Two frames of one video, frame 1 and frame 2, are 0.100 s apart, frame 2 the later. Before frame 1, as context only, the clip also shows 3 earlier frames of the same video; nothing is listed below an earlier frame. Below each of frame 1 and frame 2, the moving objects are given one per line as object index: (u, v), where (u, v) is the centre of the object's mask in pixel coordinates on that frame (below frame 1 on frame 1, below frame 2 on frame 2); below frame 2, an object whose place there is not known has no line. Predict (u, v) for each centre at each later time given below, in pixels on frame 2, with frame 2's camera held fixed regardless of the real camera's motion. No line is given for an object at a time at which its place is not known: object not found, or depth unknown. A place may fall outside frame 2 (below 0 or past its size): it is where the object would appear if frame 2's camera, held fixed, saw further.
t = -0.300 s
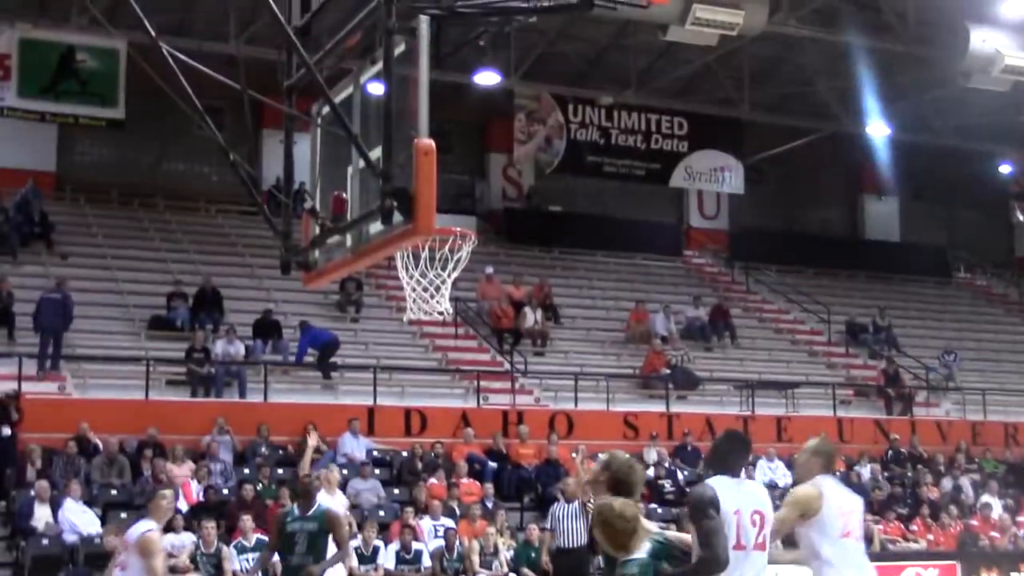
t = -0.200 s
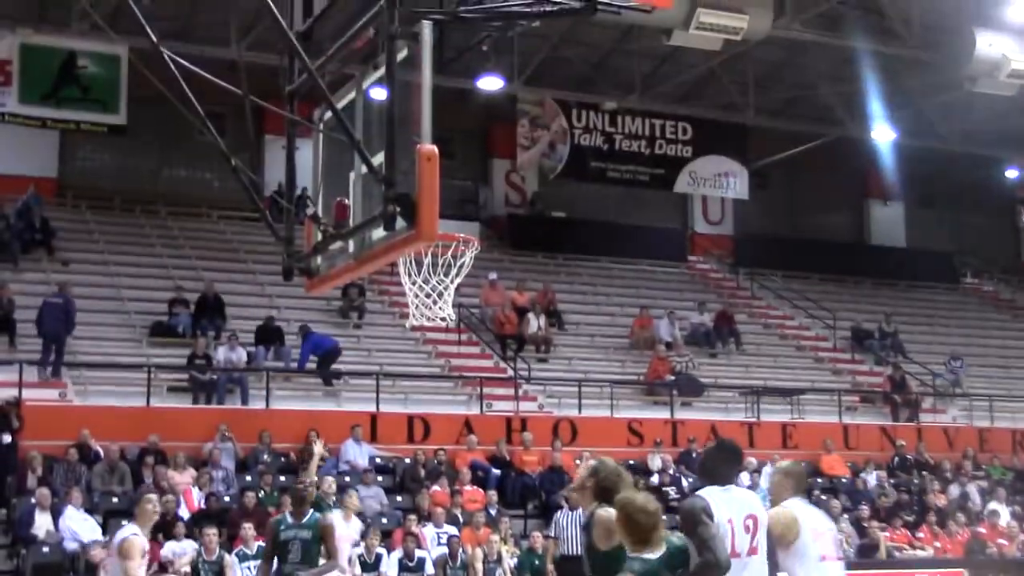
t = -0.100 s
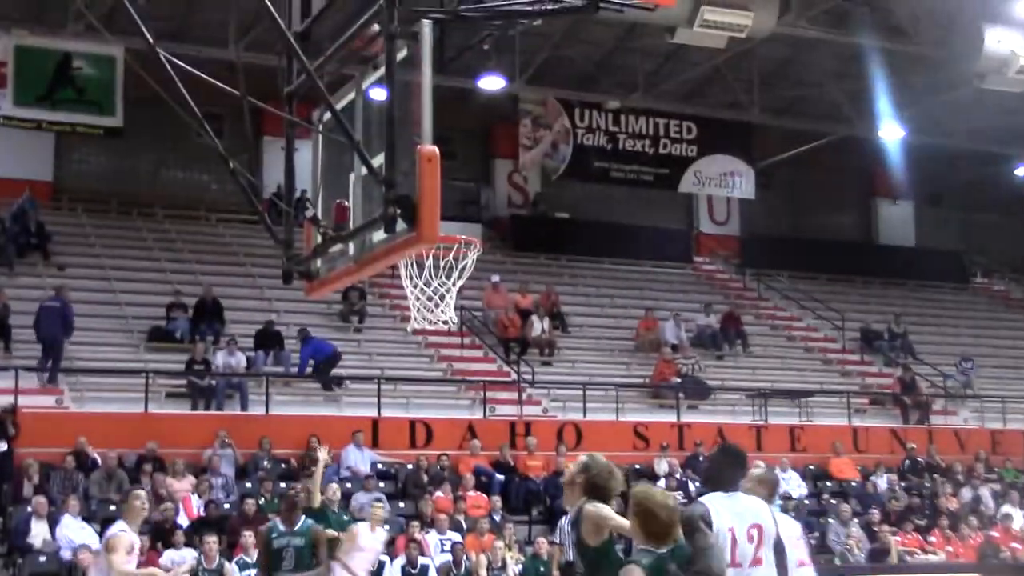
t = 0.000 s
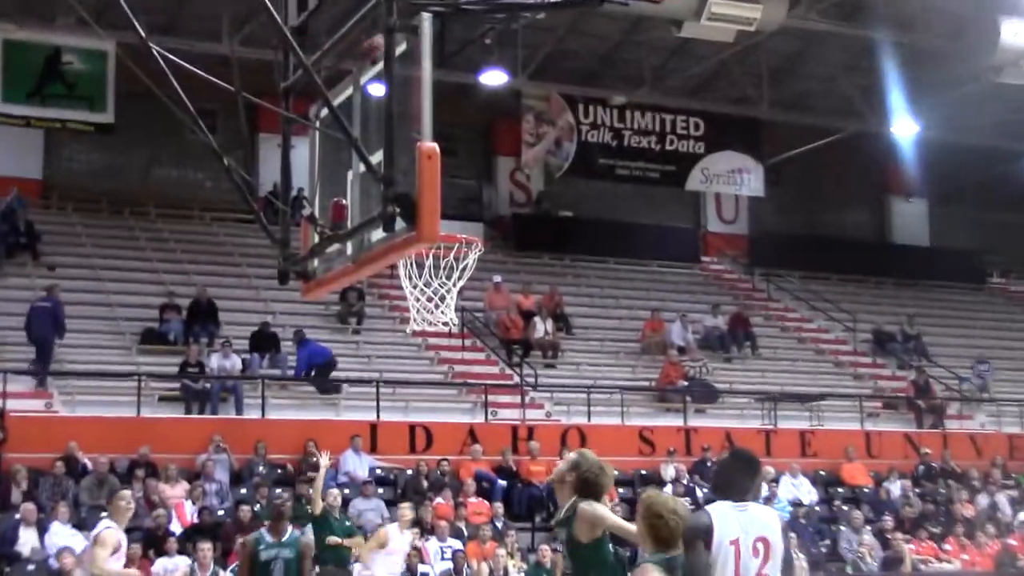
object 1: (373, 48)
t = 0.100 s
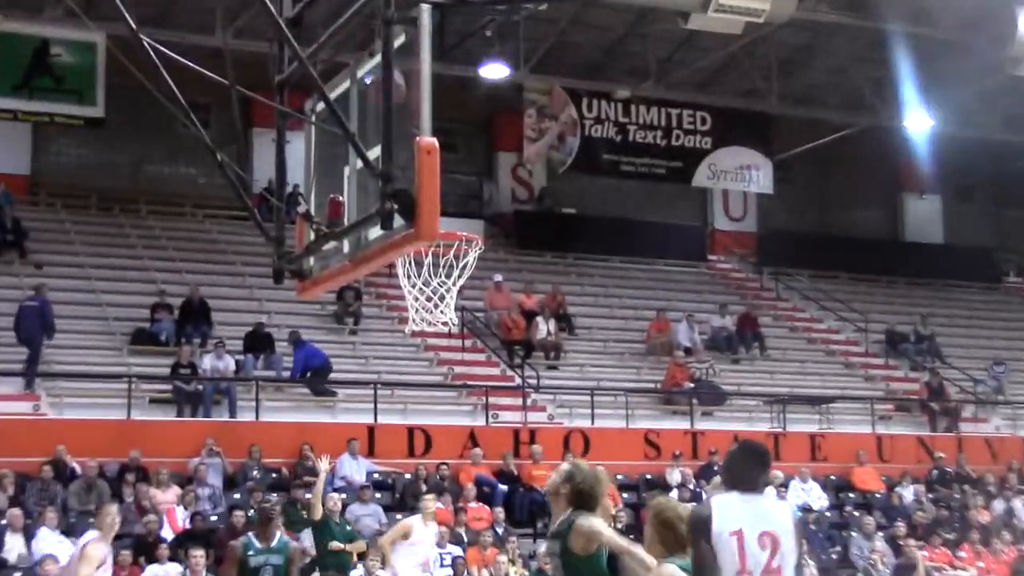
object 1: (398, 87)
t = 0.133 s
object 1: (401, 111)
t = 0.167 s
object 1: (399, 148)
